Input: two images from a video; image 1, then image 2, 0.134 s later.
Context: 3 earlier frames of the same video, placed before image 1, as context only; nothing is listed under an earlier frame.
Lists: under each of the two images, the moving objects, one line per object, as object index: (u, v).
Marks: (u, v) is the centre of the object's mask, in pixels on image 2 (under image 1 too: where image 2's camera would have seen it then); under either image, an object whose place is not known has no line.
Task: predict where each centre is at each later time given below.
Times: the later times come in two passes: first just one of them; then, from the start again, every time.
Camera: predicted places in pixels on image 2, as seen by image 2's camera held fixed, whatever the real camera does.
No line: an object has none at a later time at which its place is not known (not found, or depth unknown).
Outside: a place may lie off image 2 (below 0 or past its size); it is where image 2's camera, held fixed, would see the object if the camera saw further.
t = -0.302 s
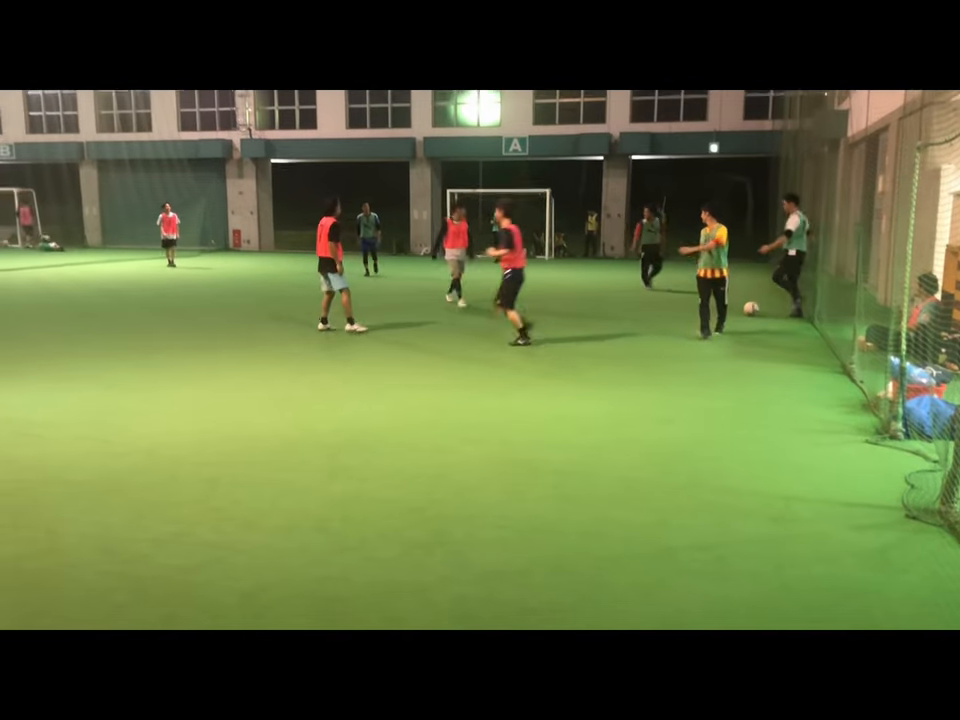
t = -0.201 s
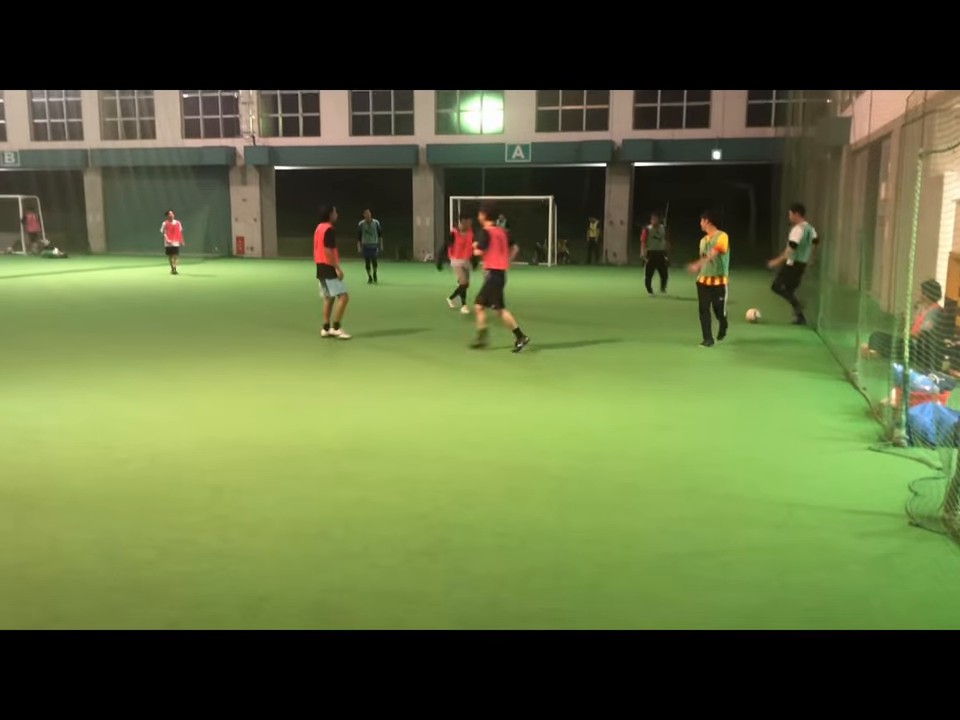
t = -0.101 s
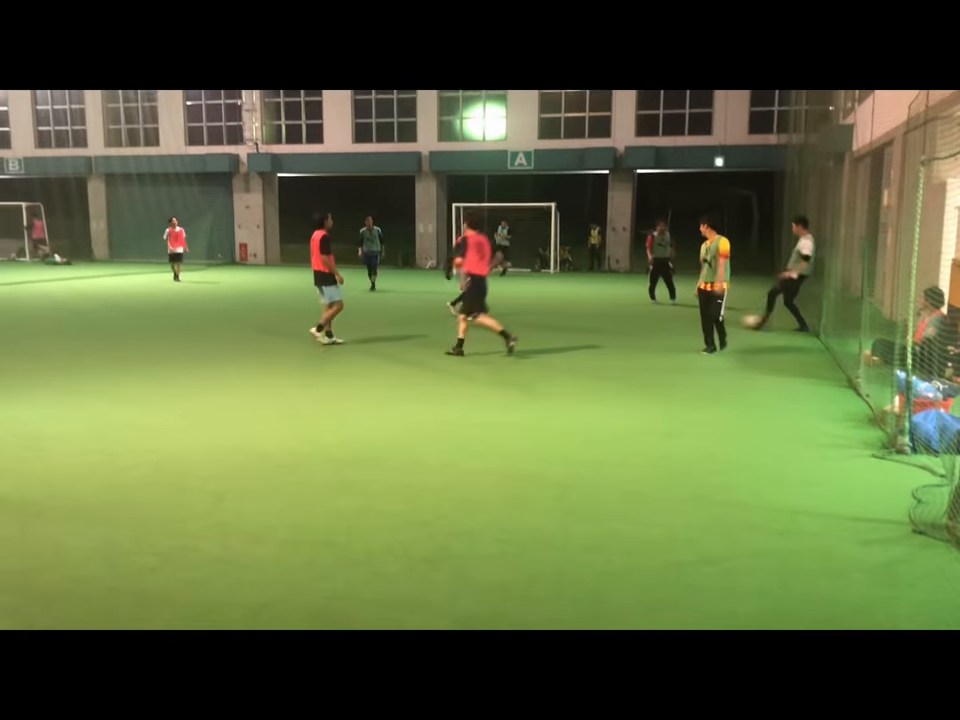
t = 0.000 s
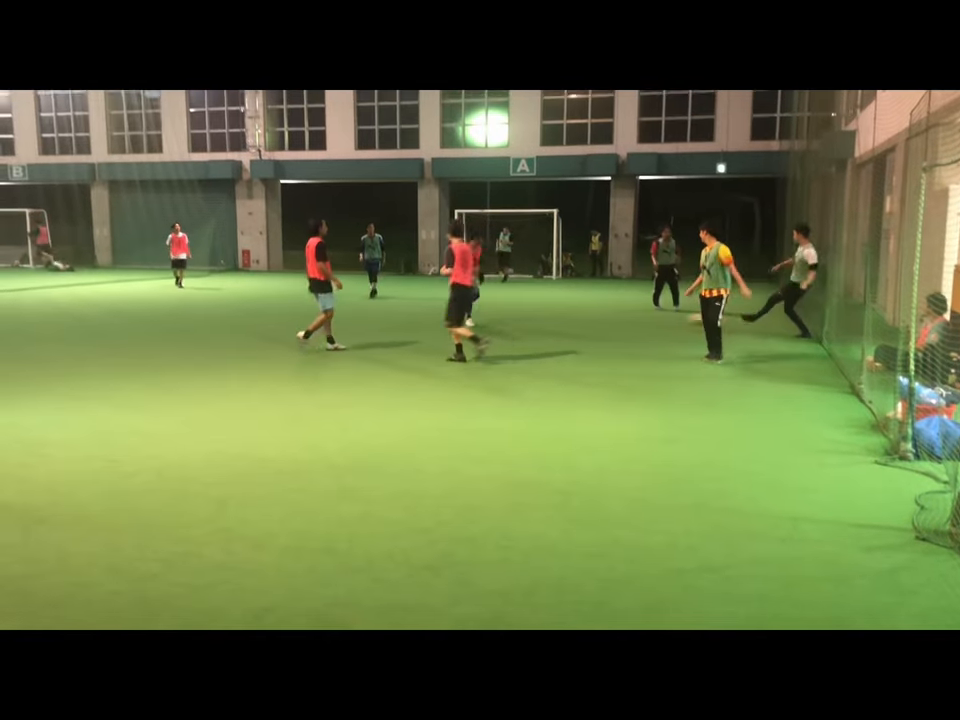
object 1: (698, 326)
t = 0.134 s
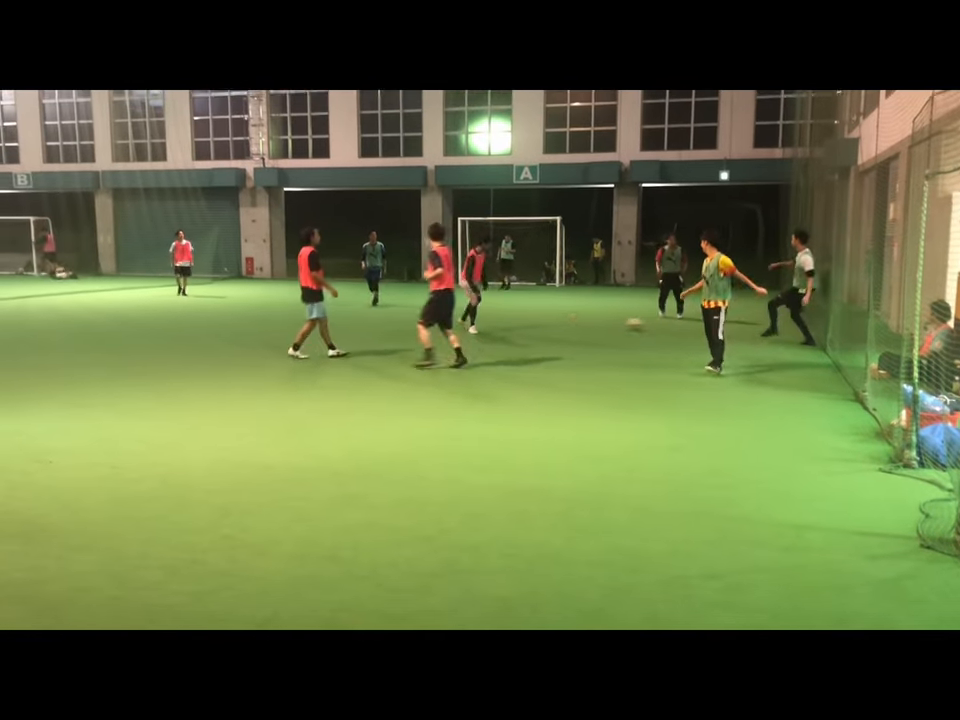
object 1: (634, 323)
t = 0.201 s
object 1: (608, 321)
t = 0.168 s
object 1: (620, 322)
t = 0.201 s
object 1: (608, 321)
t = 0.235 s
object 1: (597, 321)
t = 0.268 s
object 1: (585, 320)
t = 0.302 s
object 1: (575, 319)
